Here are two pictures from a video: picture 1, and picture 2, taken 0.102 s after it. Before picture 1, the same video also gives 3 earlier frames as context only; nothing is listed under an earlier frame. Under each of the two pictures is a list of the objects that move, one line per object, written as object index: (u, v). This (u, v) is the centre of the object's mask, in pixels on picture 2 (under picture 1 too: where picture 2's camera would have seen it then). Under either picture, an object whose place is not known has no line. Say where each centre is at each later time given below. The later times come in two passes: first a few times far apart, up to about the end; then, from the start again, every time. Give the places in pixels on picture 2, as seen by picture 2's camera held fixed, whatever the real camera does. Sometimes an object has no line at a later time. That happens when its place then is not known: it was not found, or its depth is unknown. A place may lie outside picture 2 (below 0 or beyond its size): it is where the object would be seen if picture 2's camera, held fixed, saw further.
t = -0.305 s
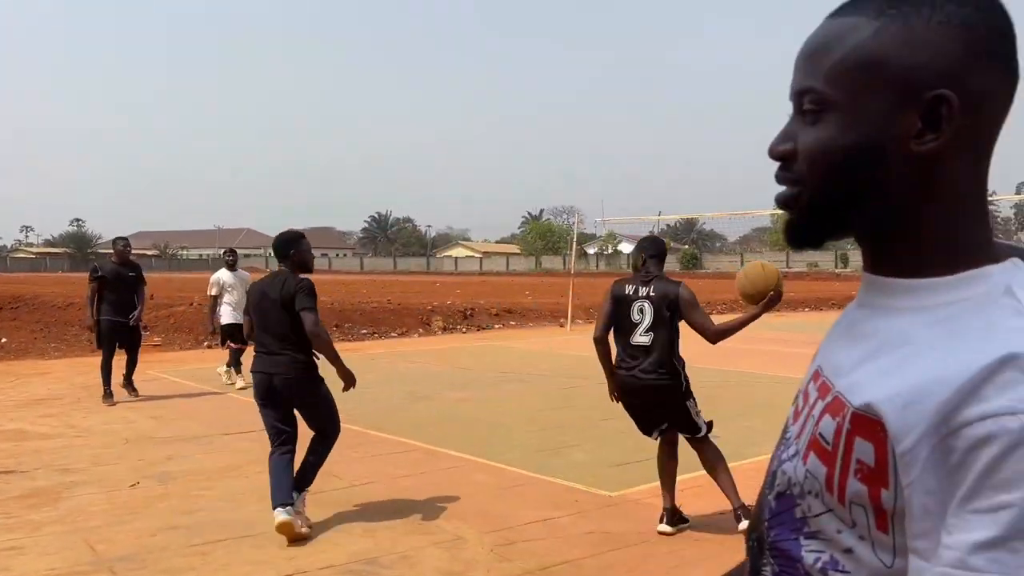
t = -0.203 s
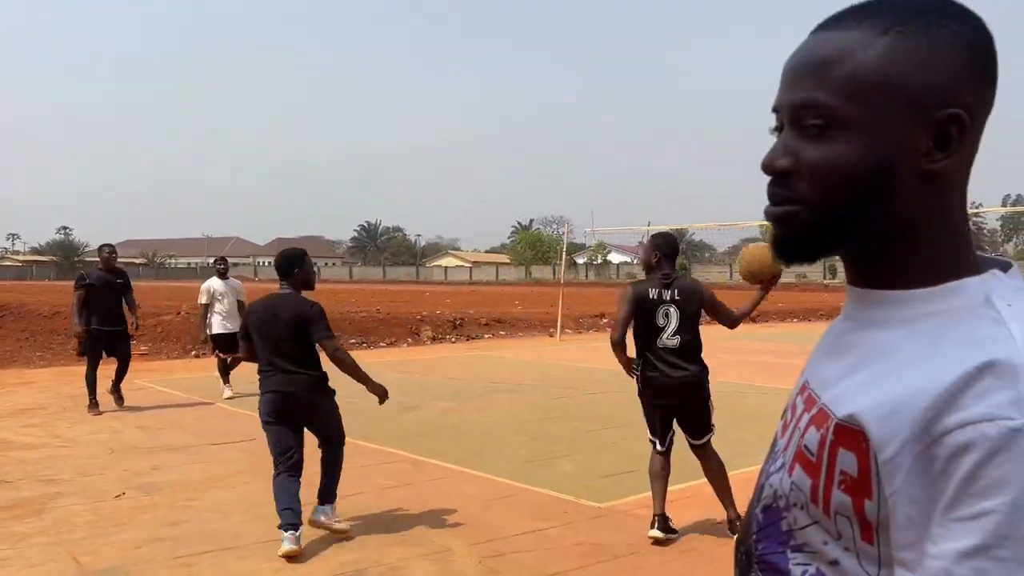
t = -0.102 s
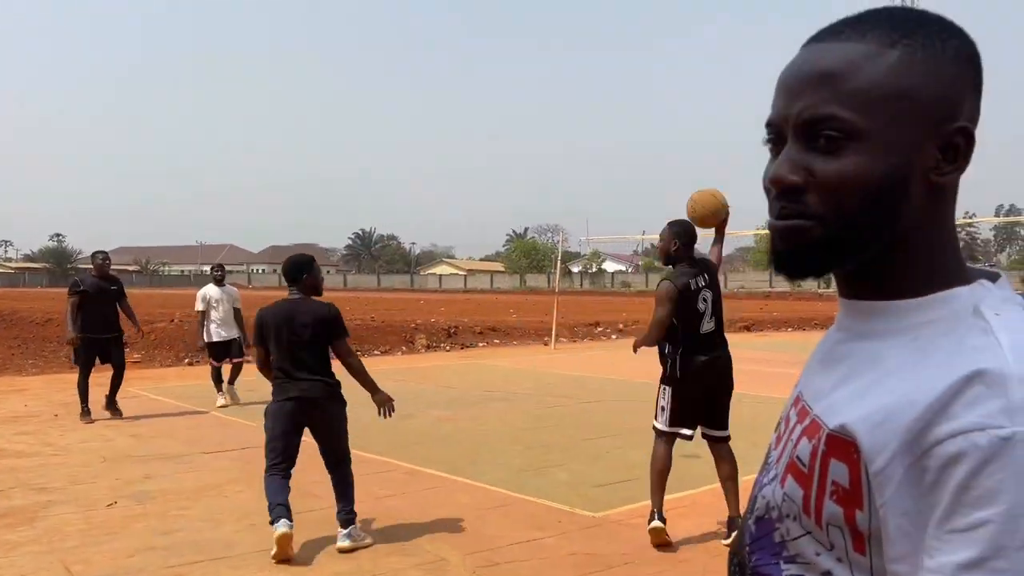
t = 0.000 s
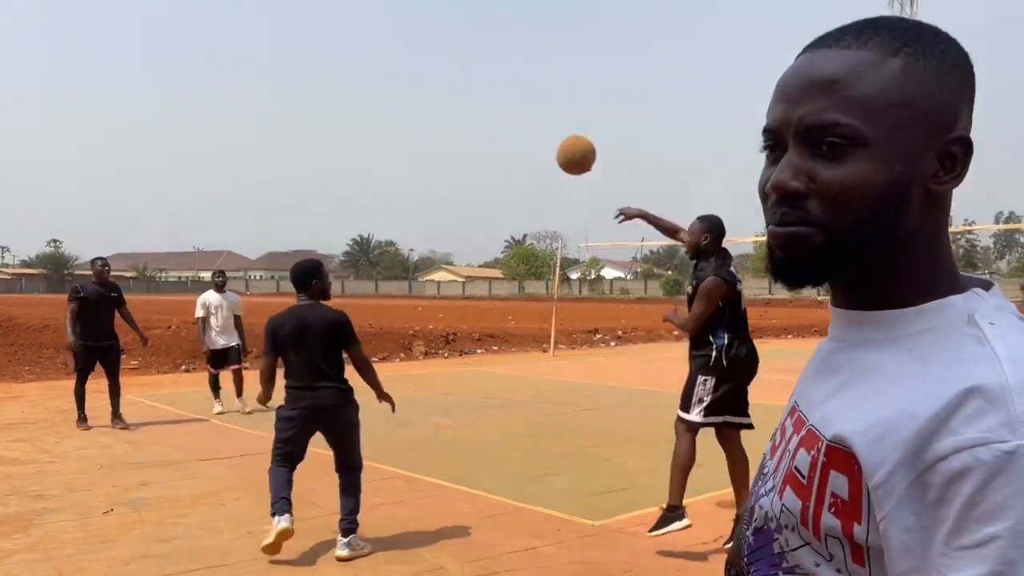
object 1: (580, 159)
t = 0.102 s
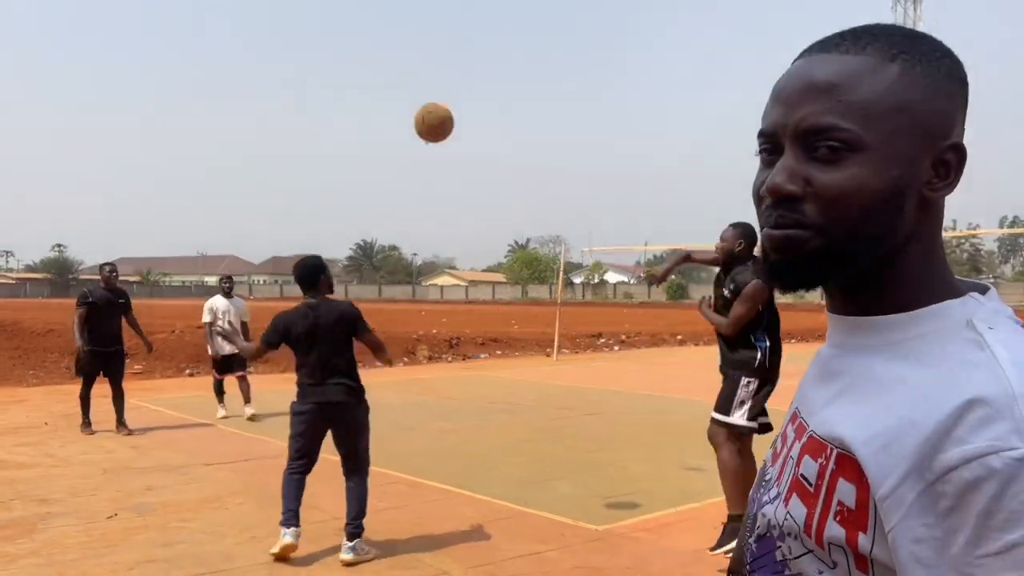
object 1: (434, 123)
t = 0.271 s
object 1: (199, 97)
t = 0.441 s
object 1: (-27, 114)
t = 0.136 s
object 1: (385, 114)
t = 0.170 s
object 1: (339, 107)
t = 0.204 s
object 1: (292, 102)
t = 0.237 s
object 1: (245, 98)
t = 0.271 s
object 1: (199, 97)
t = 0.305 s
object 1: (153, 97)
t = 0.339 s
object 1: (107, 99)
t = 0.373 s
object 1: (62, 102)
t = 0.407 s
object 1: (18, 108)
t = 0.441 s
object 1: (-27, 114)
